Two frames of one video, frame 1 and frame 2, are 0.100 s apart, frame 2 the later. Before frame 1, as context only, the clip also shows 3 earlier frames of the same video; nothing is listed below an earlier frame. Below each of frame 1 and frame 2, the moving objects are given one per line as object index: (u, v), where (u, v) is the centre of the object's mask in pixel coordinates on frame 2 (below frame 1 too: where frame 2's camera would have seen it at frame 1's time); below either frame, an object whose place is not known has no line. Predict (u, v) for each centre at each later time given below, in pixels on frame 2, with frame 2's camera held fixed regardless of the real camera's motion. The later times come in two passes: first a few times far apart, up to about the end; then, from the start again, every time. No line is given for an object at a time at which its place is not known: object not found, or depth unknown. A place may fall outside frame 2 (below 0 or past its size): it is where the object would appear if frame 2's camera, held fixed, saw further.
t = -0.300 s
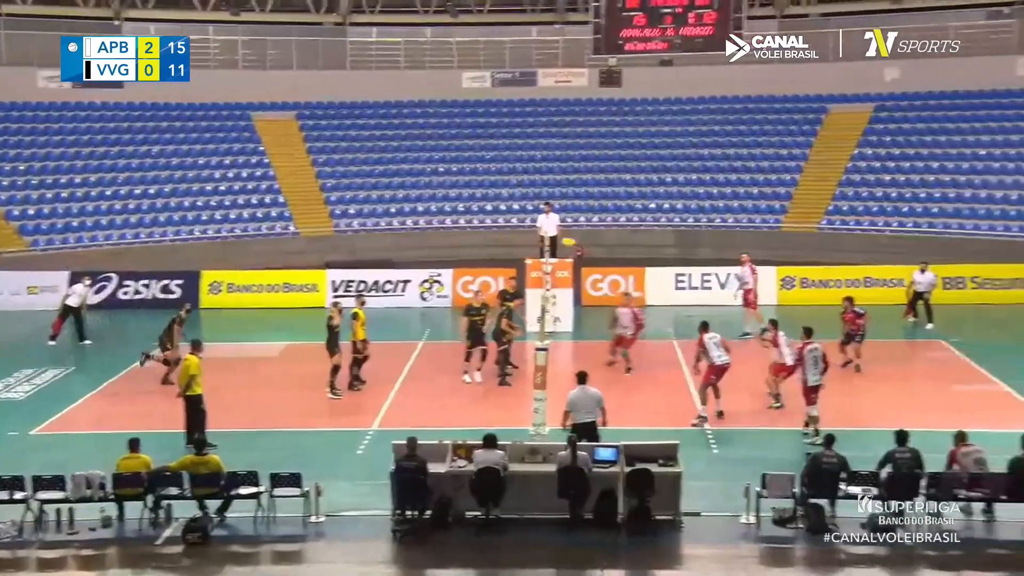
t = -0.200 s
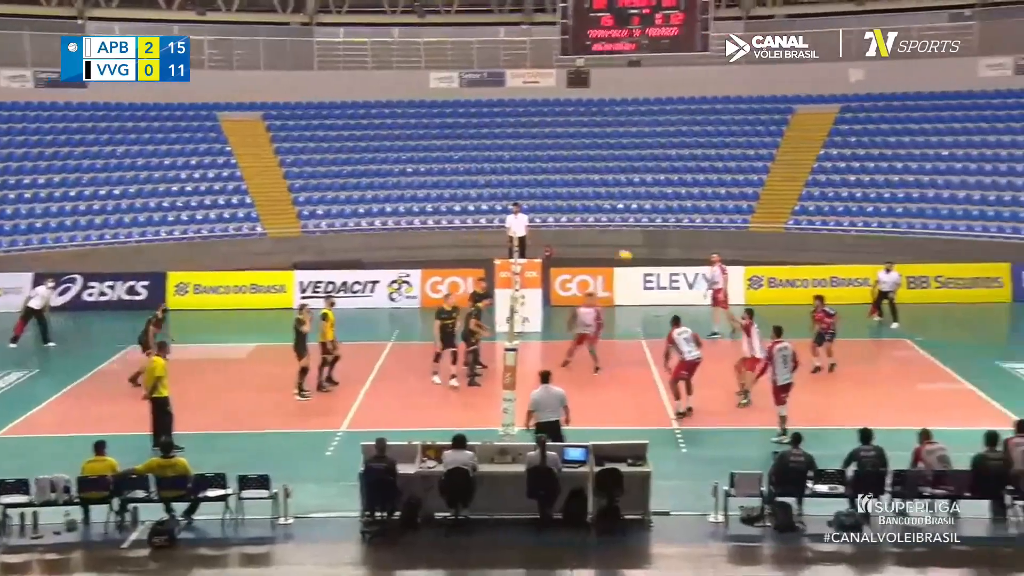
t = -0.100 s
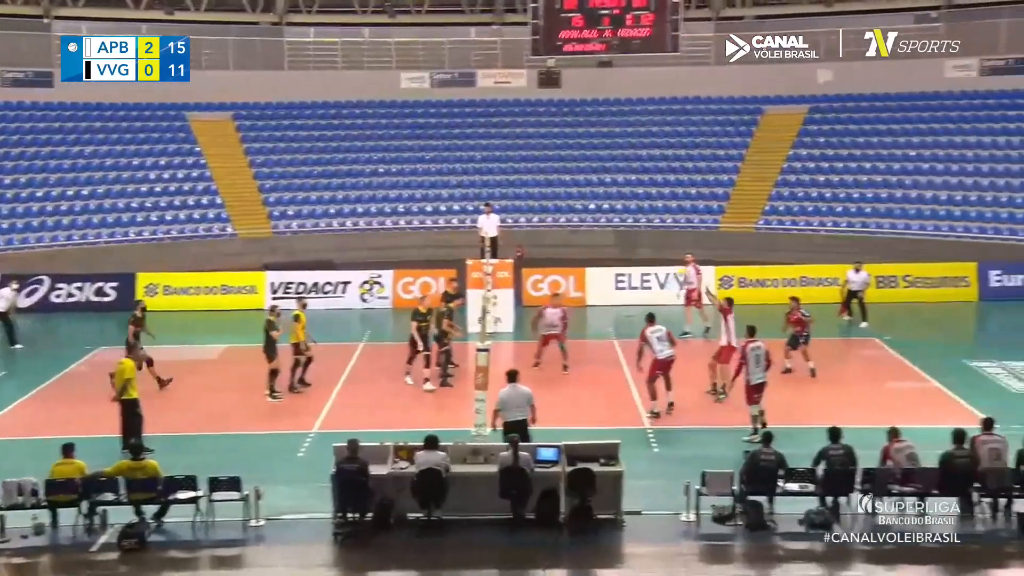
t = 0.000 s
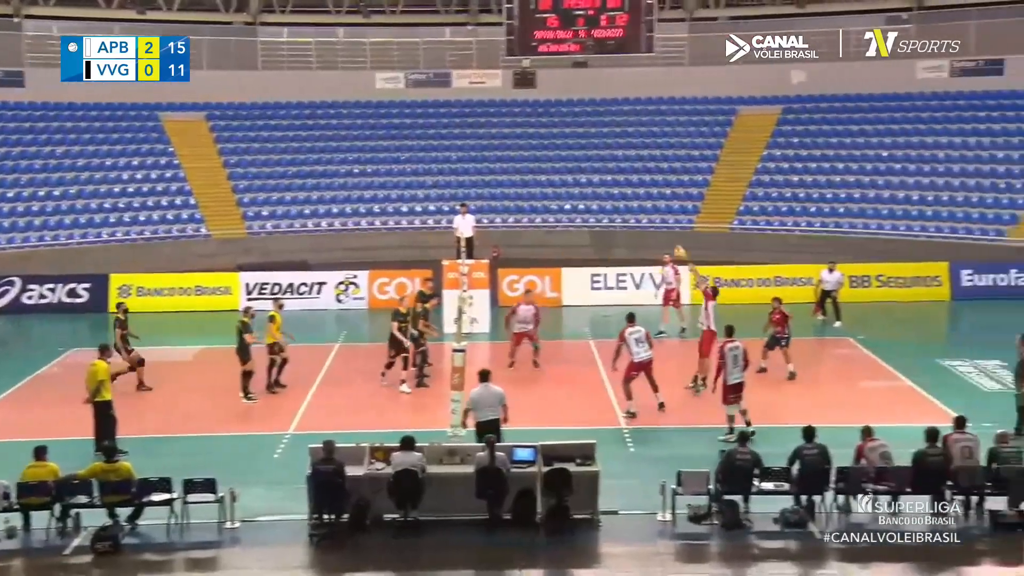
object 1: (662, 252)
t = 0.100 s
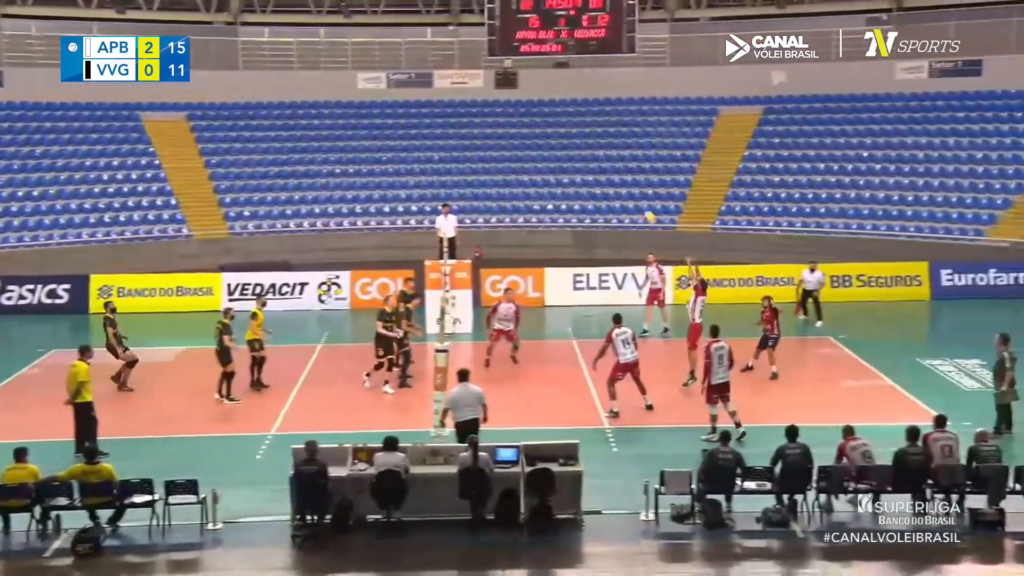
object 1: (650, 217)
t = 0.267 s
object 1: (629, 171)
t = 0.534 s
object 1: (597, 128)
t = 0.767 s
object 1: (570, 119)
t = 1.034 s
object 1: (540, 141)
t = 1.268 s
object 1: (517, 187)
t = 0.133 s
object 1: (645, 206)
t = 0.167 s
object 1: (641, 197)
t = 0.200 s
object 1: (638, 188)
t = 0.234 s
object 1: (634, 180)
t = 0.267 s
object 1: (629, 171)
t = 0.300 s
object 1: (625, 164)
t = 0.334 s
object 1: (621, 157)
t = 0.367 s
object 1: (618, 151)
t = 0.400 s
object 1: (613, 145)
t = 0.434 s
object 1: (609, 140)
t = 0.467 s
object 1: (605, 135)
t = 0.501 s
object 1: (601, 132)
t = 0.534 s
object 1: (597, 128)
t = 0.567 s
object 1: (593, 125)
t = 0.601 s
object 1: (590, 123)
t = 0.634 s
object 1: (585, 121)
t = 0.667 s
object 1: (582, 120)
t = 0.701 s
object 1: (578, 118)
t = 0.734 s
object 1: (574, 118)
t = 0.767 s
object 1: (570, 119)
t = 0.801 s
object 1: (566, 120)
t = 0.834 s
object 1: (562, 122)
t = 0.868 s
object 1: (559, 123)
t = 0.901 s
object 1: (555, 125)
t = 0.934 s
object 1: (551, 129)
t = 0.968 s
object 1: (547, 132)
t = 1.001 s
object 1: (544, 136)
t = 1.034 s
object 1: (540, 141)
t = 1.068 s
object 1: (537, 146)
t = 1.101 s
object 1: (533, 152)
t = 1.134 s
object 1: (530, 158)
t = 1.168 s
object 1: (526, 165)
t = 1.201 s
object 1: (523, 173)
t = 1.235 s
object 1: (520, 180)
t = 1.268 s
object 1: (517, 187)
